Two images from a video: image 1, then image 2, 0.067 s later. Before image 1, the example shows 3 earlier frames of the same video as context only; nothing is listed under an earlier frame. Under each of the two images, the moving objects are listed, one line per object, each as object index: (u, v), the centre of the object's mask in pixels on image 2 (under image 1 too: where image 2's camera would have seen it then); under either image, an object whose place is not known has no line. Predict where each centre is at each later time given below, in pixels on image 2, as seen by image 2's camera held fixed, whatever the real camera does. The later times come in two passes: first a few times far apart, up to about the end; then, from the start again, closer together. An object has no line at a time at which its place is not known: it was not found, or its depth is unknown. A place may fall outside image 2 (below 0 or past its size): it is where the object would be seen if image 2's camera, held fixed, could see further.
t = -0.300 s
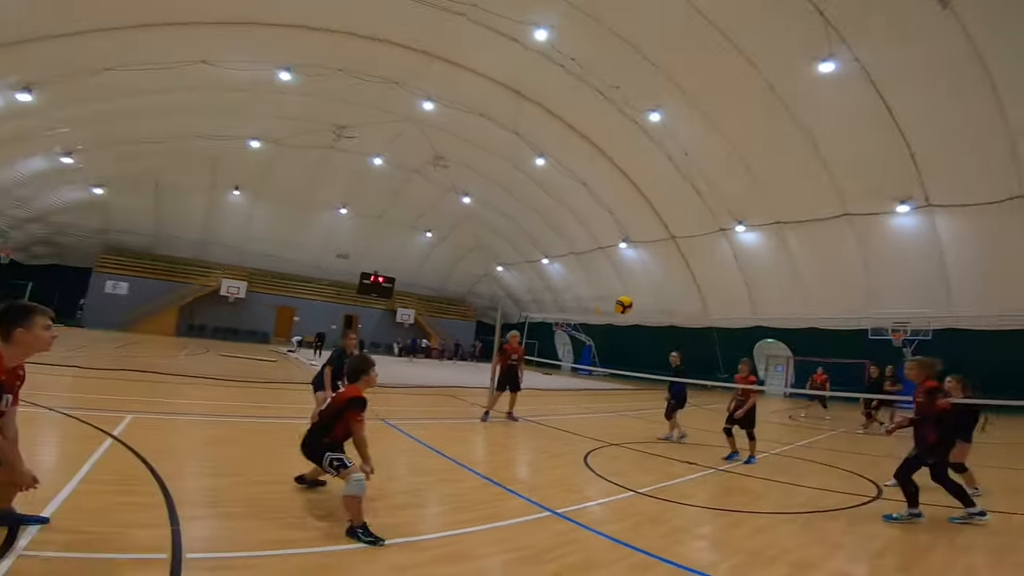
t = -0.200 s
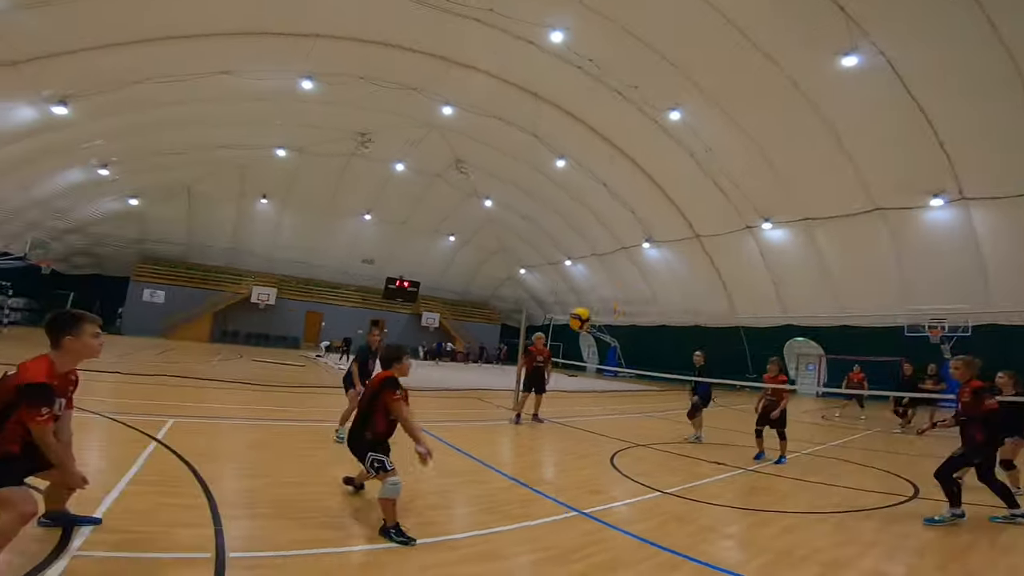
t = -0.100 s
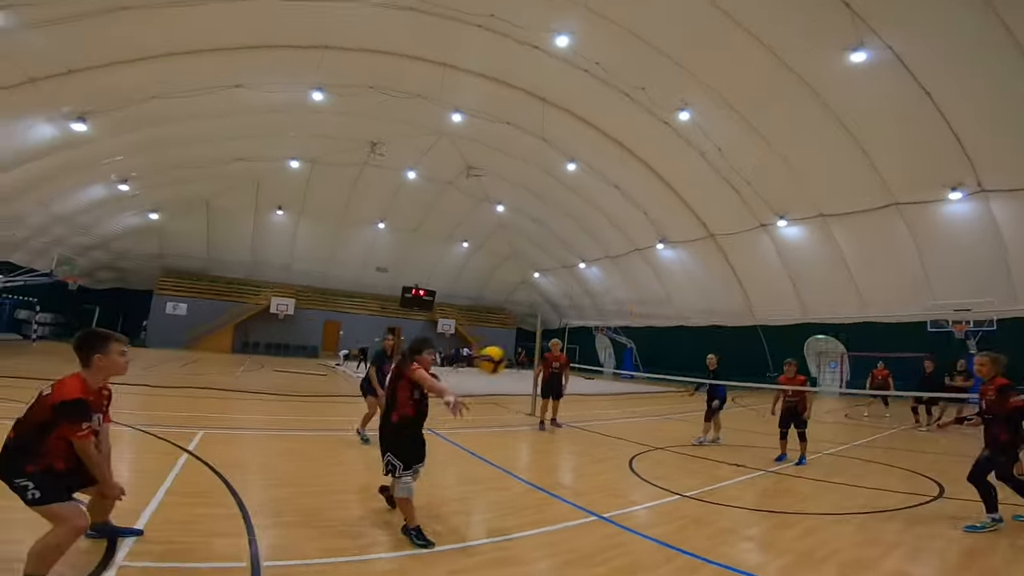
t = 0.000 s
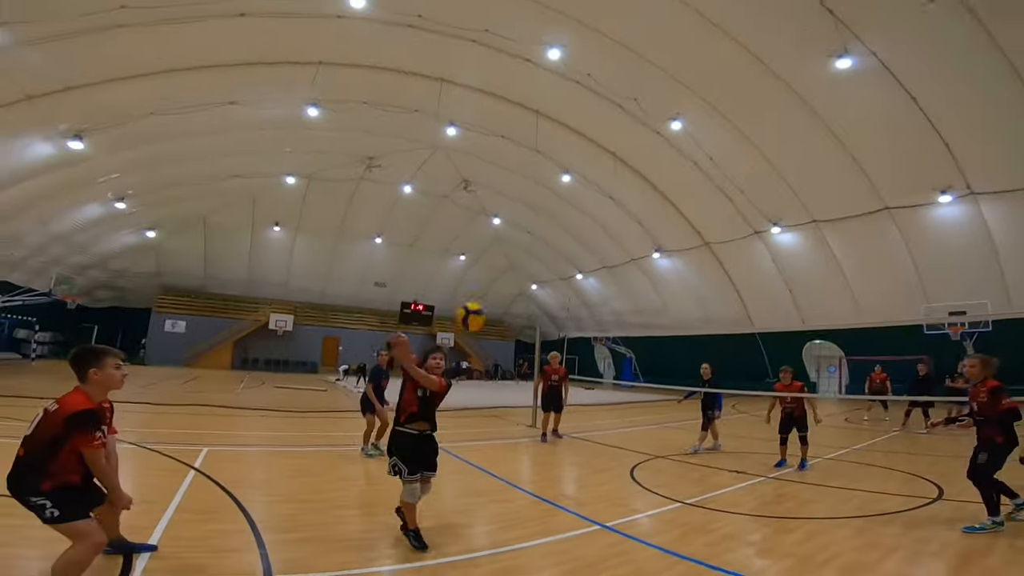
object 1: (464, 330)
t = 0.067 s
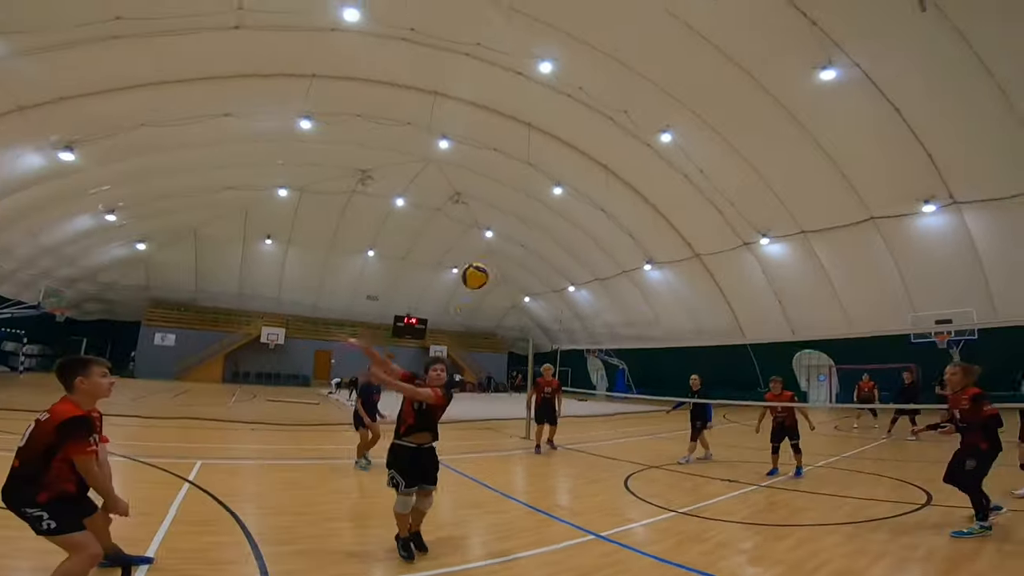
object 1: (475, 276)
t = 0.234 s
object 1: (499, 187)
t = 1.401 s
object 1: (567, 321)
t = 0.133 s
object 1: (484, 234)
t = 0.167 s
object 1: (490, 216)
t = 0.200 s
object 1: (495, 201)
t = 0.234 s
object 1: (499, 187)
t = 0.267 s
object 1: (501, 173)
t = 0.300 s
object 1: (506, 161)
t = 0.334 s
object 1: (510, 151)
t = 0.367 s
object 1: (513, 143)
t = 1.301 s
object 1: (575, 263)
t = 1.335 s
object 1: (573, 282)
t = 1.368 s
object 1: (570, 300)
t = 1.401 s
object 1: (567, 321)
